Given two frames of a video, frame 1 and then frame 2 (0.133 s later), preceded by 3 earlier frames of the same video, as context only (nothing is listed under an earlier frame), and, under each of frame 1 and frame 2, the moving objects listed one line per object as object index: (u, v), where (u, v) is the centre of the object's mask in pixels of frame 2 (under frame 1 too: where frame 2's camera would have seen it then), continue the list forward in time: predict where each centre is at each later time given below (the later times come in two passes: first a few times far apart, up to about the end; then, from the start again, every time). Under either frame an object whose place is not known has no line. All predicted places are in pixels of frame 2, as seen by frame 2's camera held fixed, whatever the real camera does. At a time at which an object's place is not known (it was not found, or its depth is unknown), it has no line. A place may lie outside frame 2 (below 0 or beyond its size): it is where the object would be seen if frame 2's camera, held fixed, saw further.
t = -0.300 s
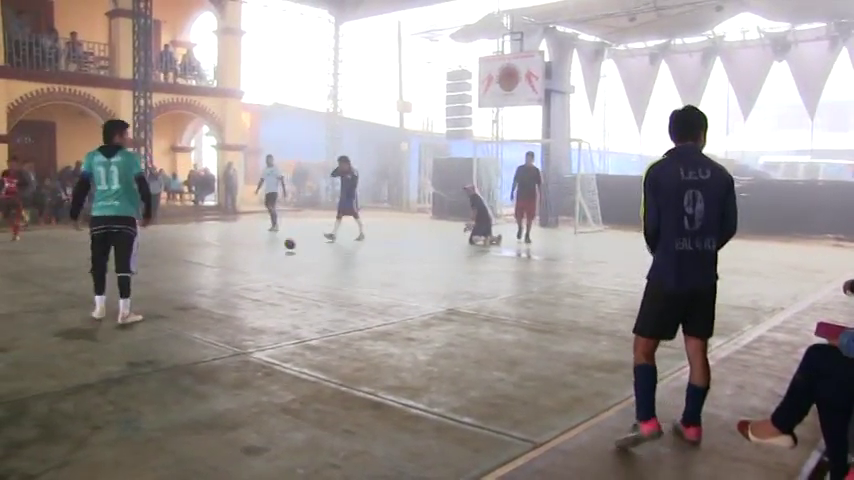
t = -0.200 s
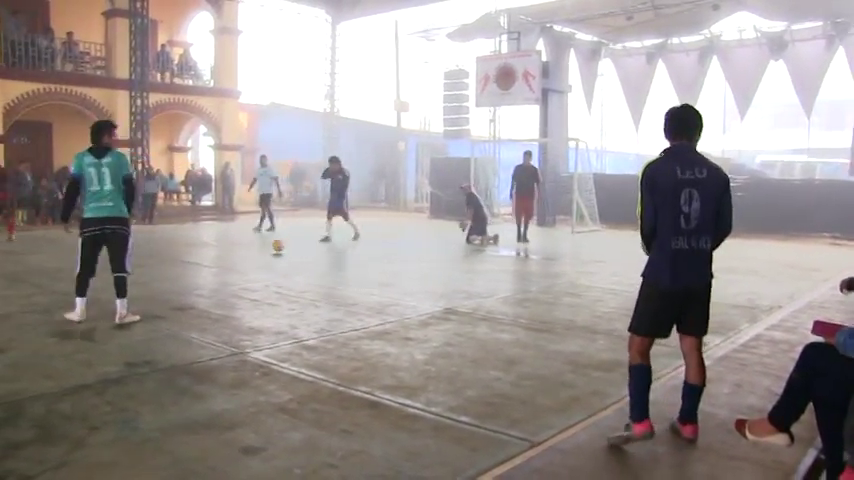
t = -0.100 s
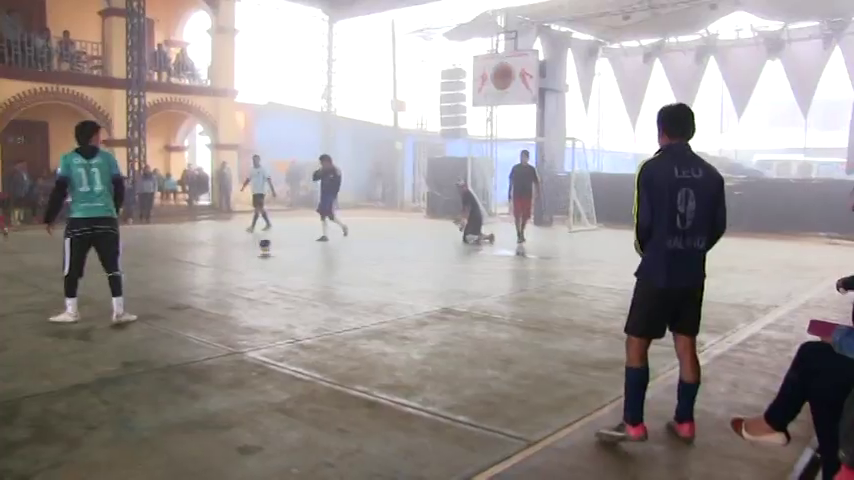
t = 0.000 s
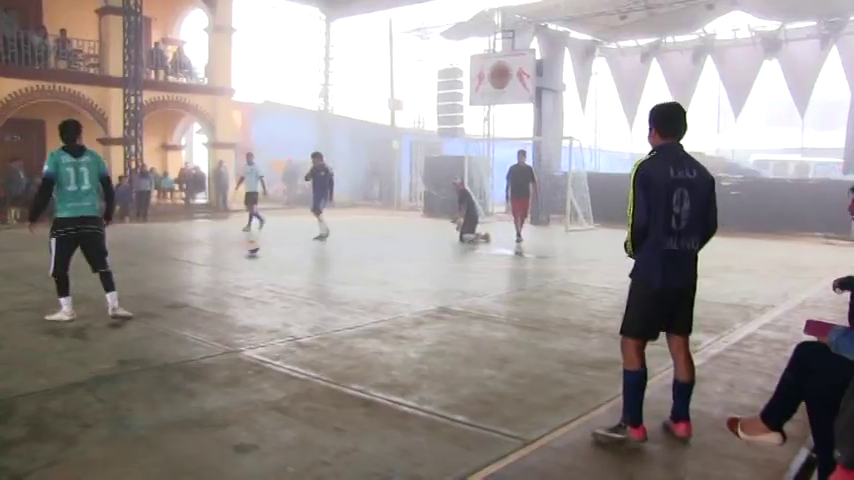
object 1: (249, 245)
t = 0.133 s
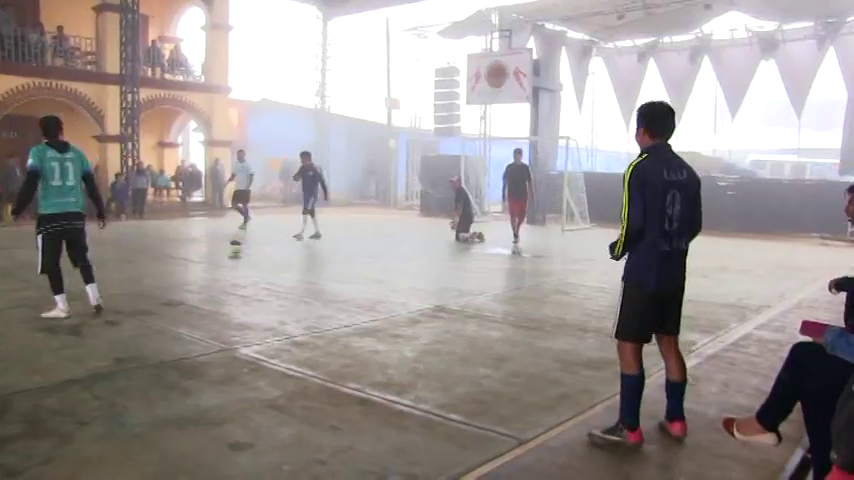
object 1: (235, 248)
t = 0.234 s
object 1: (226, 251)
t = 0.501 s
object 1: (198, 254)
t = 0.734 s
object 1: (171, 257)
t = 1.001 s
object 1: (142, 261)
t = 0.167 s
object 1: (231, 247)
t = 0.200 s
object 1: (228, 250)
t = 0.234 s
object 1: (226, 251)
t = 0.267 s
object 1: (222, 248)
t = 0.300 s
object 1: (218, 250)
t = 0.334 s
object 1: (214, 251)
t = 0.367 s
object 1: (211, 252)
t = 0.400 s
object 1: (208, 252)
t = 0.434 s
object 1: (204, 251)
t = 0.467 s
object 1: (200, 253)
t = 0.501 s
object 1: (198, 254)
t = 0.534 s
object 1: (195, 254)
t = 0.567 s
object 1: (190, 255)
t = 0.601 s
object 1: (187, 256)
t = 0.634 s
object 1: (184, 257)
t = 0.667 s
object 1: (179, 257)
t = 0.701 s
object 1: (175, 254)
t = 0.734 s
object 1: (171, 257)
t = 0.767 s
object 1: (169, 259)
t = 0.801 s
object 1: (165, 258)
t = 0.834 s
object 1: (161, 259)
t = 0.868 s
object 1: (158, 260)
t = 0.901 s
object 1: (153, 261)
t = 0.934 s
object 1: (150, 261)
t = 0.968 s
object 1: (146, 262)
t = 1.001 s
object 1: (142, 261)
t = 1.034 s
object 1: (138, 263)
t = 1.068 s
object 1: (134, 264)
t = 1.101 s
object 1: (130, 264)
